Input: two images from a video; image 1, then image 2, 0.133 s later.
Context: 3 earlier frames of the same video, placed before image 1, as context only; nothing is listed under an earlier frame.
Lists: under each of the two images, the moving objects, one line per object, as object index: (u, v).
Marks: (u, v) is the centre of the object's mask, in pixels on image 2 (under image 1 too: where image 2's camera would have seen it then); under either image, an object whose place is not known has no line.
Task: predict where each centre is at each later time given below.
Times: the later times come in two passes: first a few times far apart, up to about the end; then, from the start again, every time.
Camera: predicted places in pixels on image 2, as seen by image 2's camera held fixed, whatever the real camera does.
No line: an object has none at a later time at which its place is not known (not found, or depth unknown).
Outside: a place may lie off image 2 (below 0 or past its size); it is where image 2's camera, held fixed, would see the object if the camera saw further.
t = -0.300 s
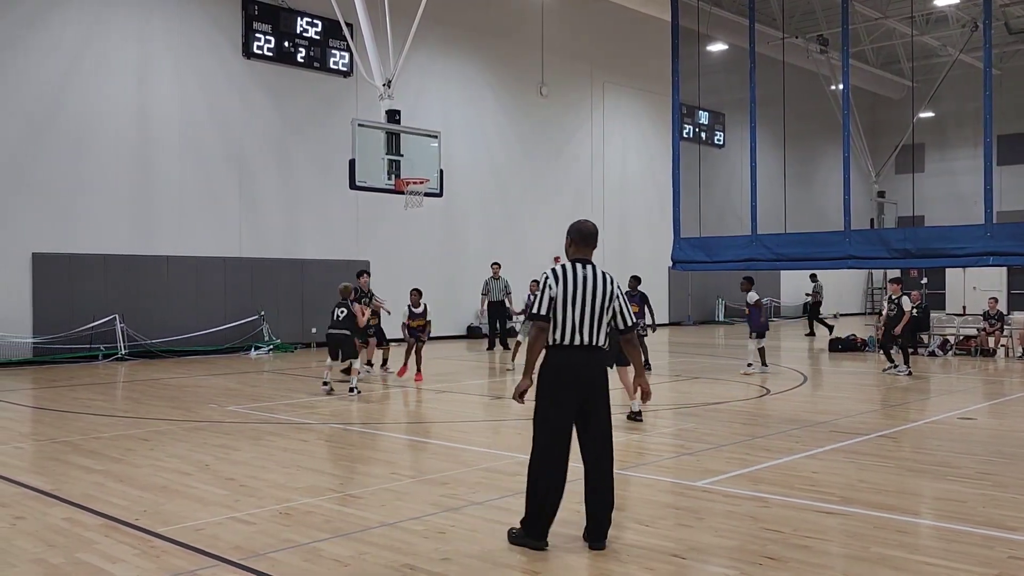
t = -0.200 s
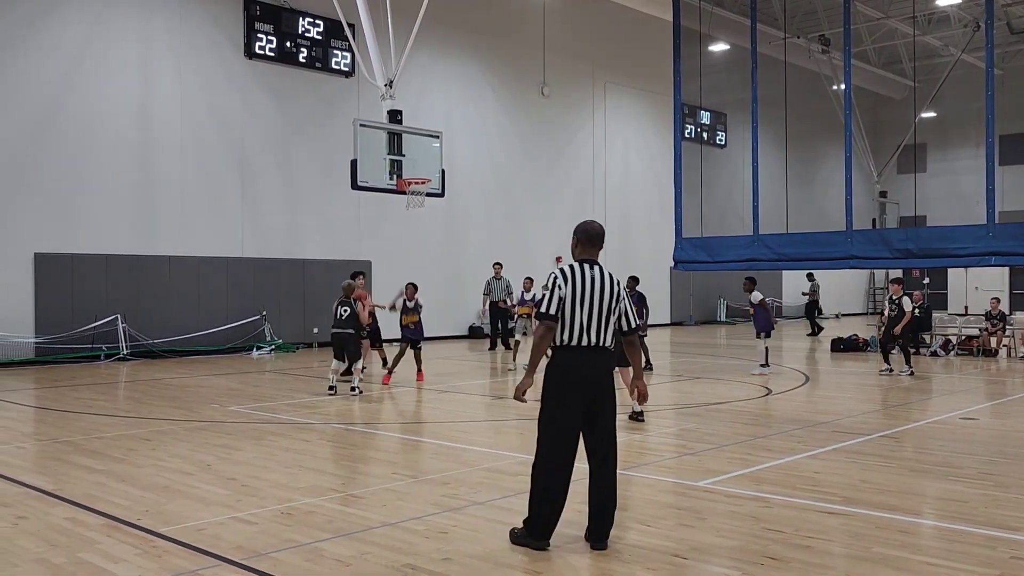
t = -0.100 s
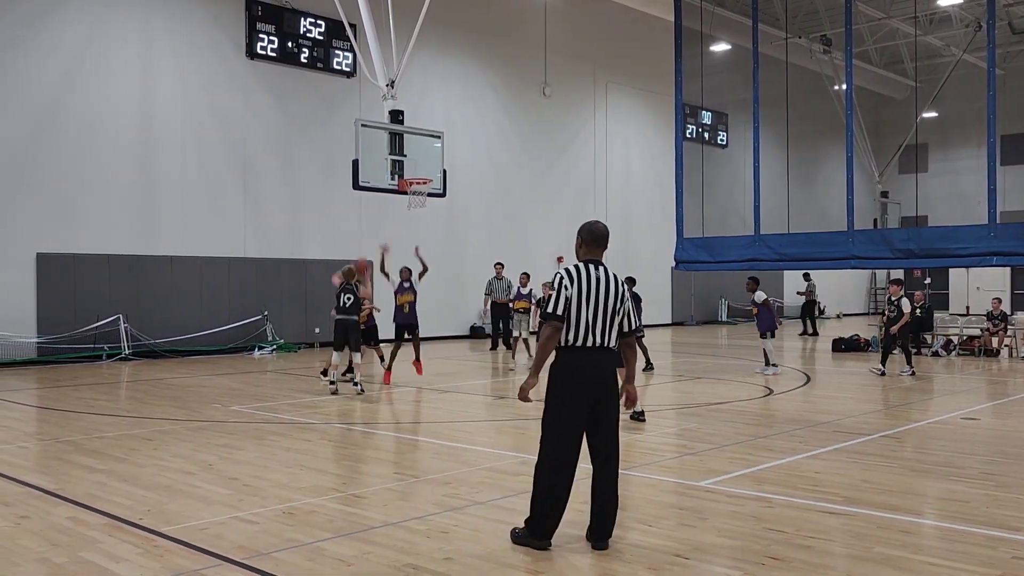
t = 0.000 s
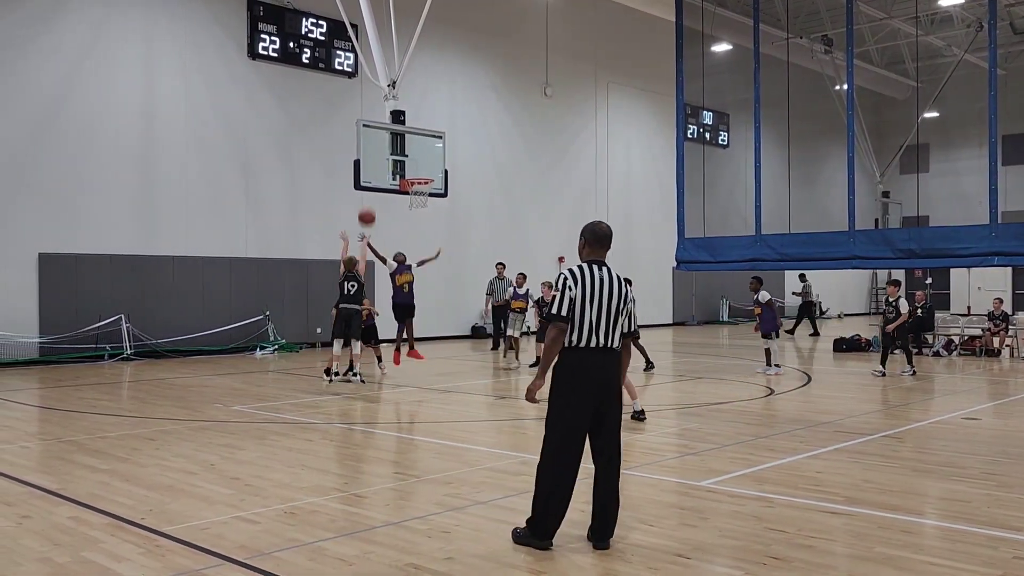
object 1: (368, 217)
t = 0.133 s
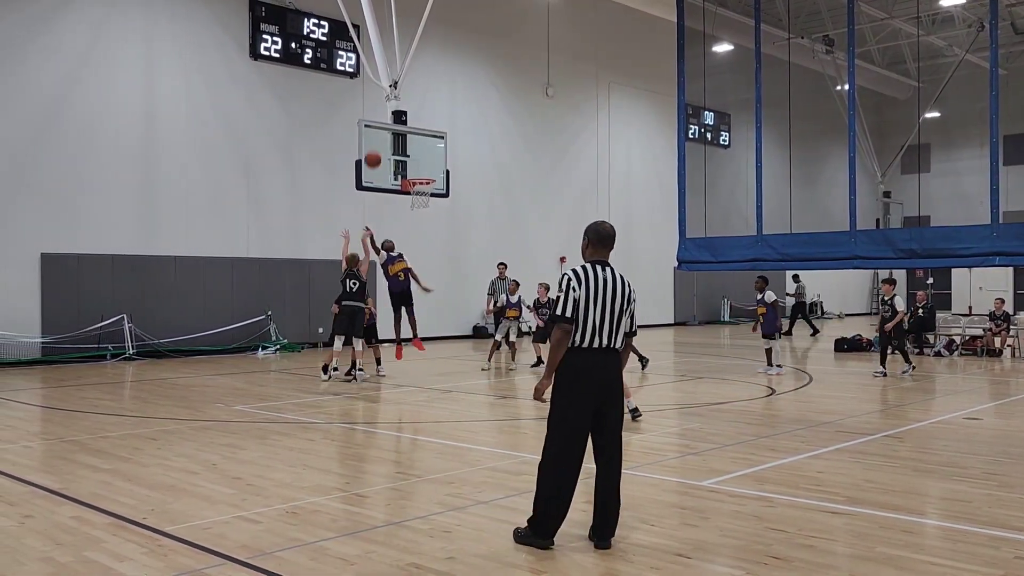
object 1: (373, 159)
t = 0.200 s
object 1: (375, 137)
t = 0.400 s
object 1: (380, 89)
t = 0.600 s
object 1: (385, 72)
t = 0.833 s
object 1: (391, 84)
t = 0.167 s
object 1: (374, 148)
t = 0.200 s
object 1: (375, 137)
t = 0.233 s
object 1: (375, 126)
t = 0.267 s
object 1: (376, 117)
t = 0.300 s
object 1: (377, 109)
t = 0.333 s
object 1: (378, 102)
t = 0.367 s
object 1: (379, 95)
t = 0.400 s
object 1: (380, 89)
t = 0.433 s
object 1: (381, 85)
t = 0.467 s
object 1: (382, 80)
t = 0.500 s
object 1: (383, 77)
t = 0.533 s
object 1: (384, 74)
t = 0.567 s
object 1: (385, 72)
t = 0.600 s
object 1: (385, 72)
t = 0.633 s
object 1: (386, 71)
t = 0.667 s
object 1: (387, 72)
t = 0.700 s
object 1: (388, 73)
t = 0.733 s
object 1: (389, 75)
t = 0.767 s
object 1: (390, 77)
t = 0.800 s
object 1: (391, 80)
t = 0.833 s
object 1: (391, 84)
